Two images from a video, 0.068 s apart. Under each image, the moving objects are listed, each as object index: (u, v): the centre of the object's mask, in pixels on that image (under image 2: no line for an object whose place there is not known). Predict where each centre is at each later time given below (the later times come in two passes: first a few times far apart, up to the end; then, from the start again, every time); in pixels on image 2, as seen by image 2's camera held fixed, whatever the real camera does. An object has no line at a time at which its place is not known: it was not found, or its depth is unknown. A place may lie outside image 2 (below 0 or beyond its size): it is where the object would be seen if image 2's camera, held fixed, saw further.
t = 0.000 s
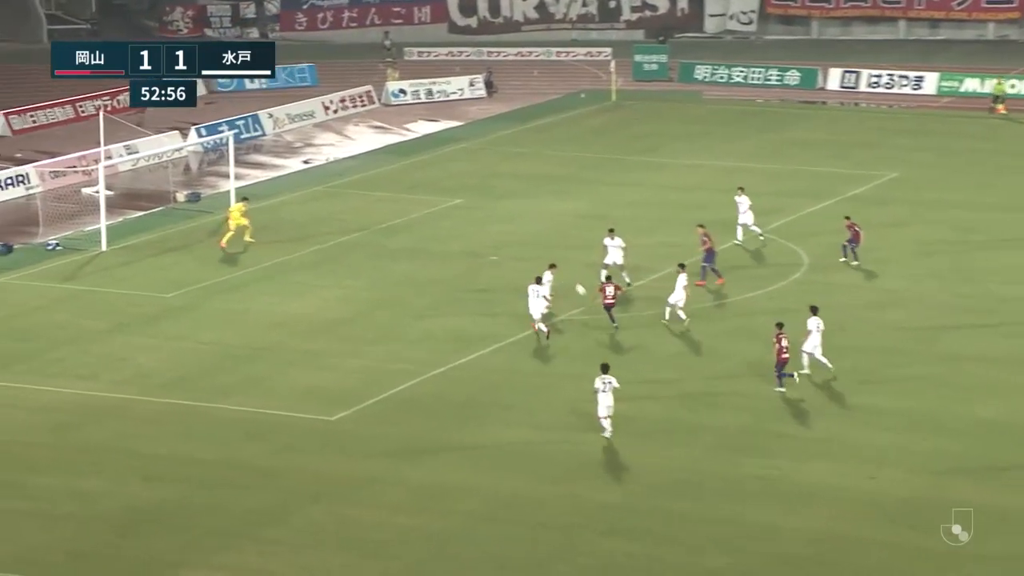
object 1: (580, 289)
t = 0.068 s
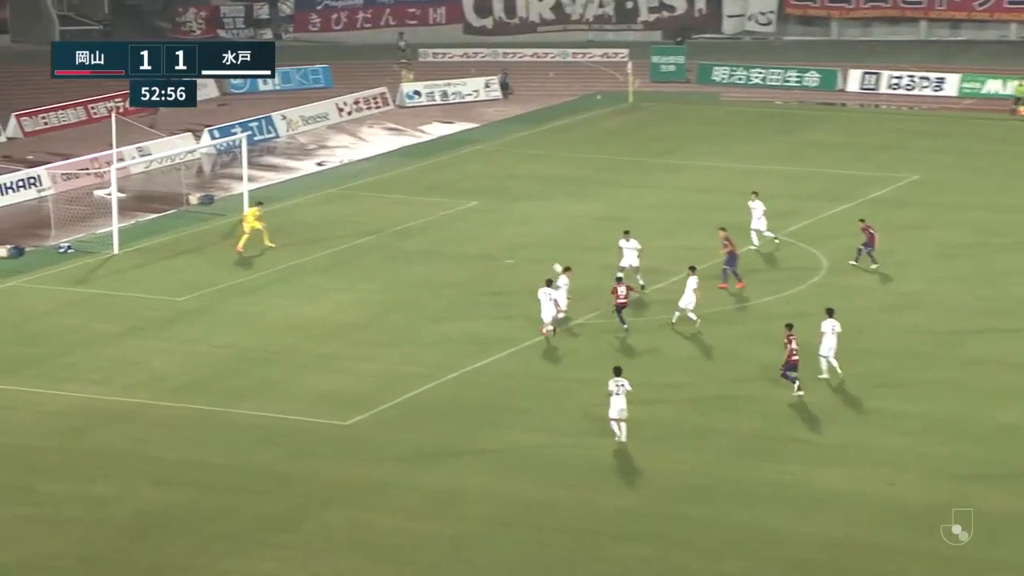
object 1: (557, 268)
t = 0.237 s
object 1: (470, 221)
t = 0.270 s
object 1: (453, 214)
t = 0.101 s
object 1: (540, 257)
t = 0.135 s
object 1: (522, 247)
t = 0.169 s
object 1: (505, 238)
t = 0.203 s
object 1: (487, 229)
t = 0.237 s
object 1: (470, 221)
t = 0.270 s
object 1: (453, 214)
